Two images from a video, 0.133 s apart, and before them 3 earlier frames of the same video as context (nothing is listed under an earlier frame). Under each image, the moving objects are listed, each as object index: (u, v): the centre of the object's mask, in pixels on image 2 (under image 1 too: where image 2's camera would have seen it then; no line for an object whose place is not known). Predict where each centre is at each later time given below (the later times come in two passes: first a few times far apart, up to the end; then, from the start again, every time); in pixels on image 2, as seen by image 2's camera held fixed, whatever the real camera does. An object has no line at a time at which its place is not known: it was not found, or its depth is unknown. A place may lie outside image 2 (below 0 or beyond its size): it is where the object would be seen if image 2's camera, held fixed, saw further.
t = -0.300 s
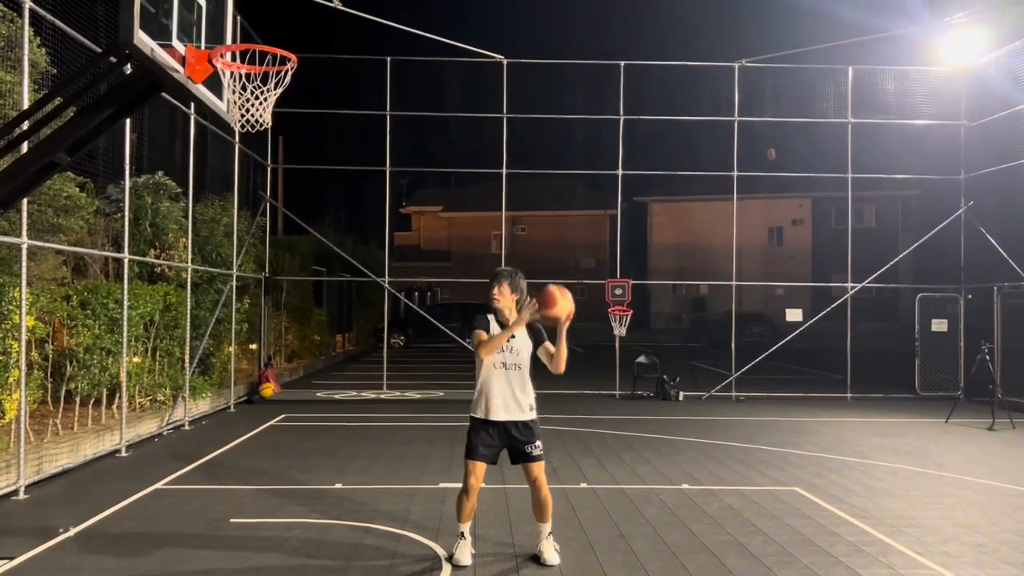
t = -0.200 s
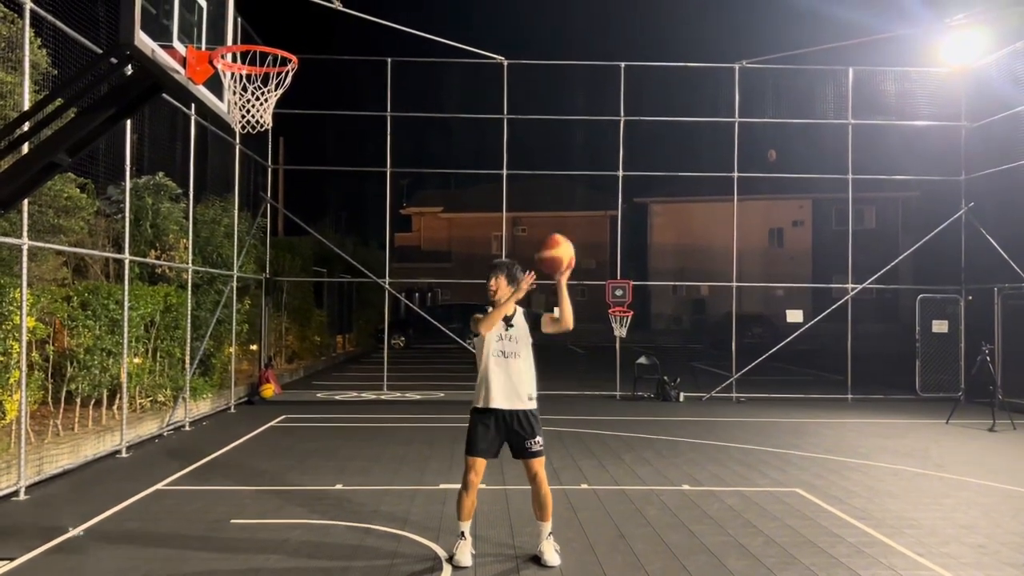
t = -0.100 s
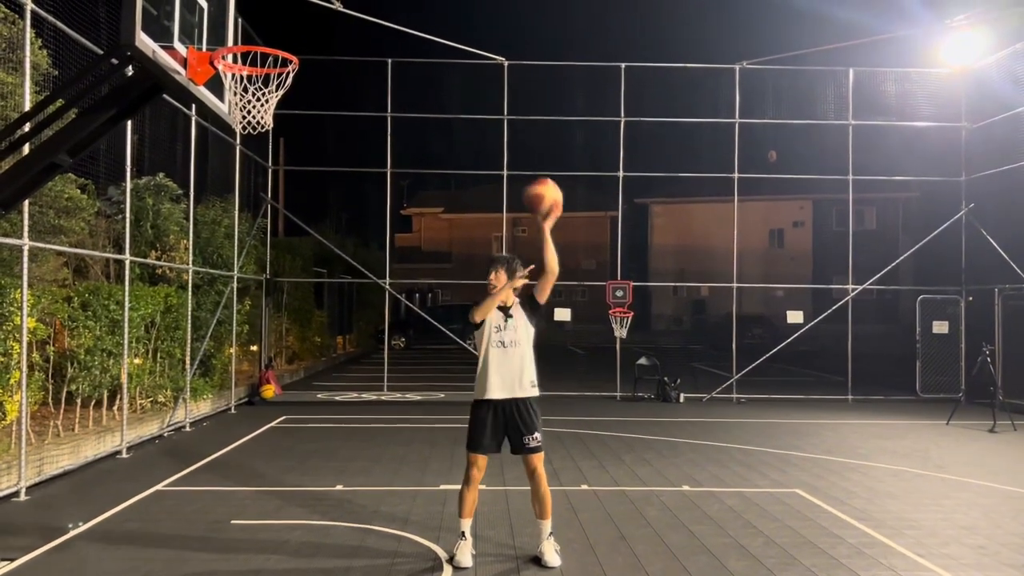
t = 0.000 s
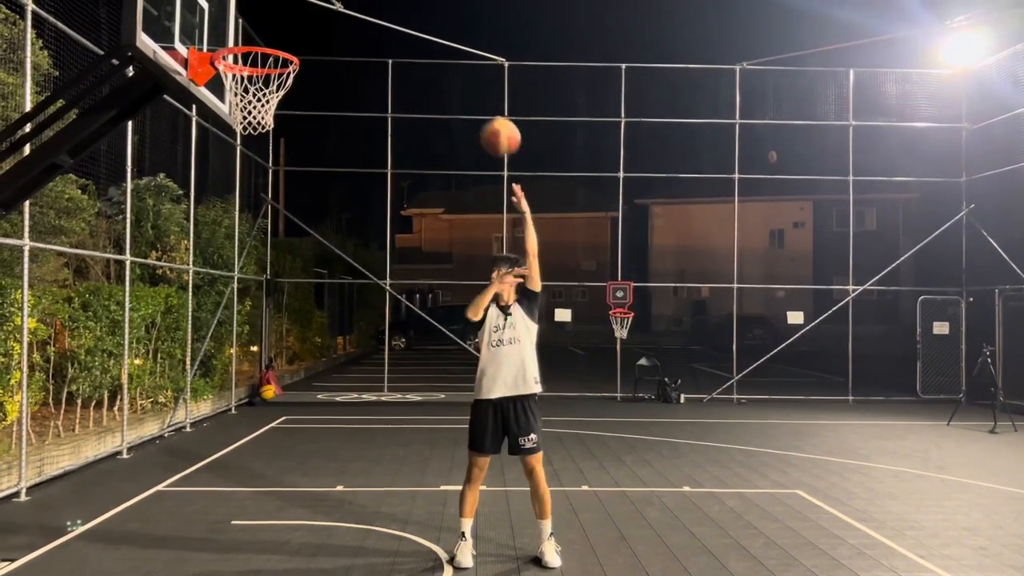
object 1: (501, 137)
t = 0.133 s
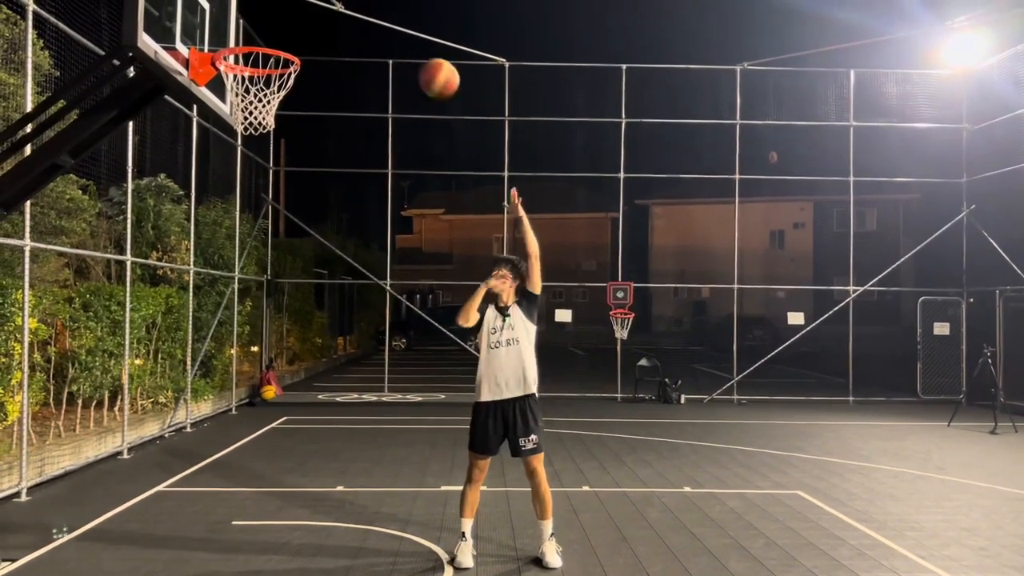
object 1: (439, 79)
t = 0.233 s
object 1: (393, 52)
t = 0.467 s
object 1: (288, 48)
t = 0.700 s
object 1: (247, 54)
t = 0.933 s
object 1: (252, 100)
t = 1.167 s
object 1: (285, 204)
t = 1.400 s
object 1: (317, 387)
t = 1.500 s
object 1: (330, 489)
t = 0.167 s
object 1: (424, 68)
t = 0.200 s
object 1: (408, 60)
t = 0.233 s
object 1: (393, 52)
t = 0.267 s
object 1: (377, 47)
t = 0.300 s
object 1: (362, 44)
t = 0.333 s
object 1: (346, 42)
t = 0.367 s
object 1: (331, 42)
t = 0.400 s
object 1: (316, 43)
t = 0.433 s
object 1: (302, 45)
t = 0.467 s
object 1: (288, 48)
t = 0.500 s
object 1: (283, 45)
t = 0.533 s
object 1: (277, 46)
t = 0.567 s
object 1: (270, 48)
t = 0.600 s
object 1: (263, 51)
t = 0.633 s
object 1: (259, 50)
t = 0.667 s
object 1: (255, 51)
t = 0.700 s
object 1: (247, 54)
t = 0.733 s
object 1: (245, 56)
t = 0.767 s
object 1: (240, 66)
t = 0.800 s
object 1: (233, 74)
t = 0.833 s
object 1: (233, 81)
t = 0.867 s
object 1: (236, 88)
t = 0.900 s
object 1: (245, 90)
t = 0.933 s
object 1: (252, 100)
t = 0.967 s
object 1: (256, 110)
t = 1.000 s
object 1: (261, 123)
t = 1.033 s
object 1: (266, 140)
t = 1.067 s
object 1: (269, 150)
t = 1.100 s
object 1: (274, 166)
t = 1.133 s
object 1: (279, 185)
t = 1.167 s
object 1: (285, 204)
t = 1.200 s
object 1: (289, 226)
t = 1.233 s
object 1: (296, 248)
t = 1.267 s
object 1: (300, 272)
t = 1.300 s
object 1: (305, 299)
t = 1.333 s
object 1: (309, 327)
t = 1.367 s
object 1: (314, 356)
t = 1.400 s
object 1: (317, 387)
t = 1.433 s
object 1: (322, 420)
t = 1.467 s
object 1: (326, 454)
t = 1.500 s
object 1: (330, 489)
